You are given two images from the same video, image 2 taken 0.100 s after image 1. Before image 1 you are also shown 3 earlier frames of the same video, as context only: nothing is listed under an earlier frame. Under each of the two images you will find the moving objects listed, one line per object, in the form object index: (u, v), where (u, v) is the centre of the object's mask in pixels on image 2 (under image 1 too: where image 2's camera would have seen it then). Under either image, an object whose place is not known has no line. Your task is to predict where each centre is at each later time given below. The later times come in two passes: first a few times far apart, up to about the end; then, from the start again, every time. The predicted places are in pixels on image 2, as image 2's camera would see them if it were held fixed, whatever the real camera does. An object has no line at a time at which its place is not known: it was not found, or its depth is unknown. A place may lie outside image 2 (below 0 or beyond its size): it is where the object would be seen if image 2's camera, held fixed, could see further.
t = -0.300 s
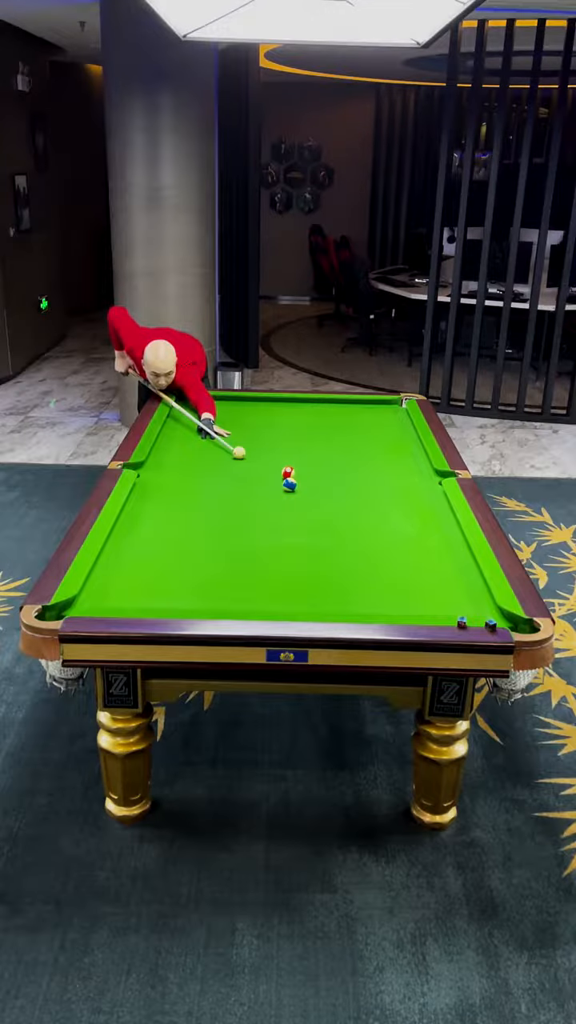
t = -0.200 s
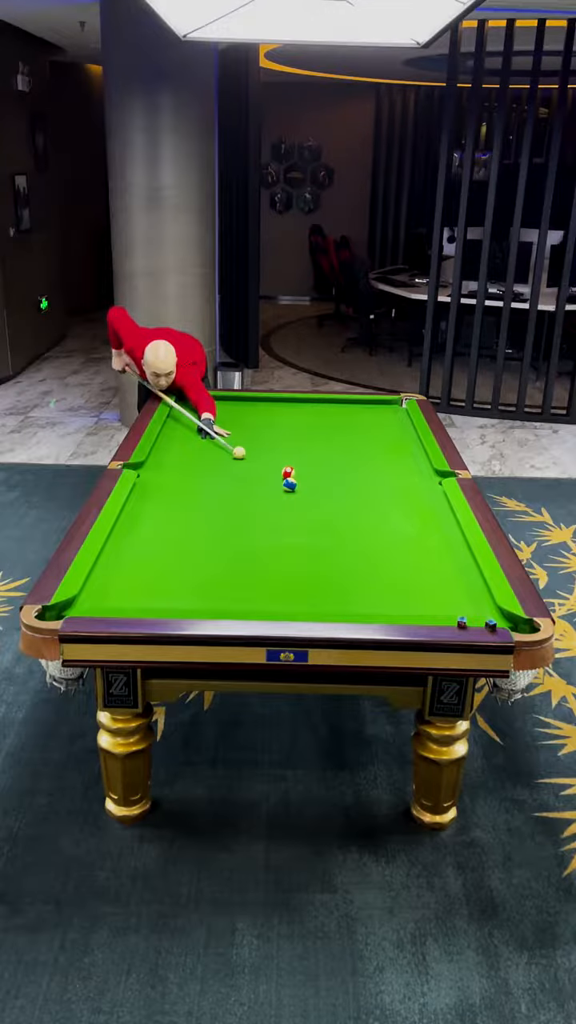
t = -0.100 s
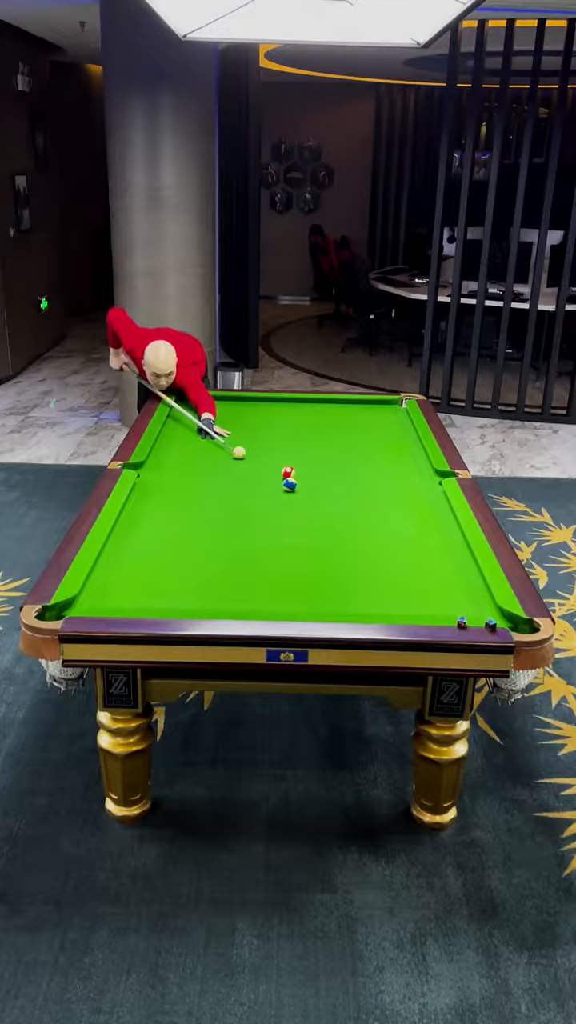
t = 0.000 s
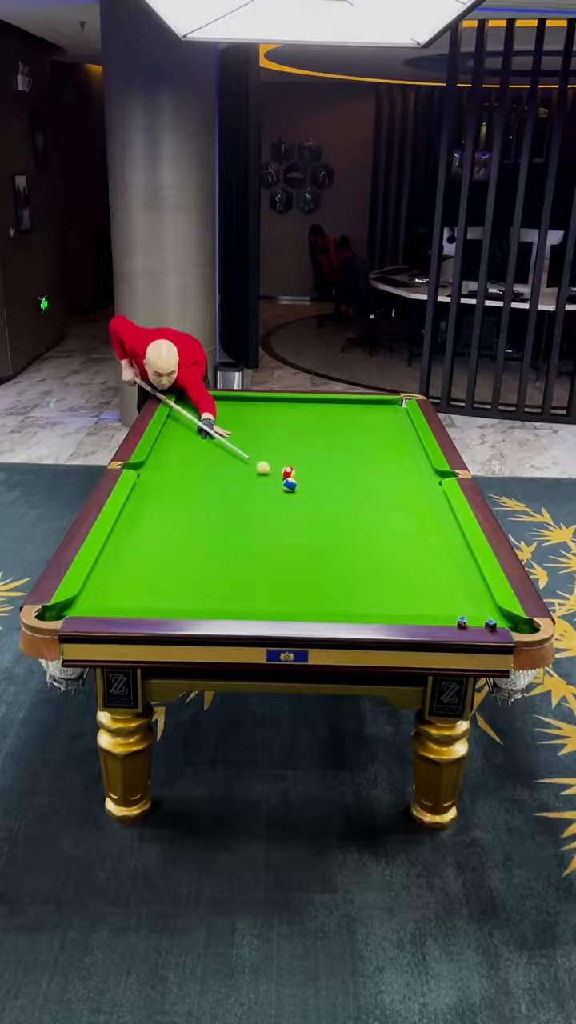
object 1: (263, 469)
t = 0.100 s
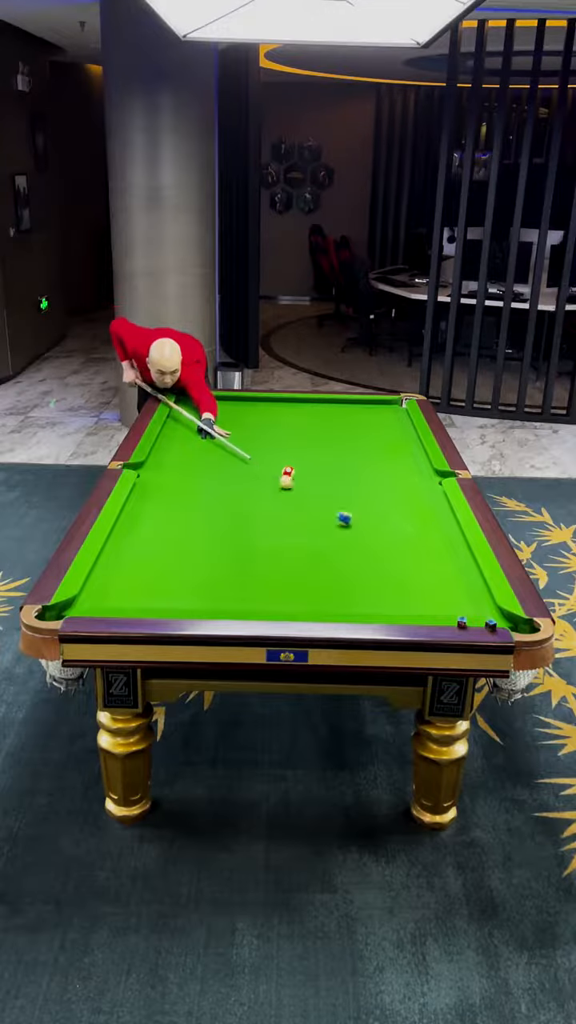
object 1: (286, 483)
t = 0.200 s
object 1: (291, 486)
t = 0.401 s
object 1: (300, 493)
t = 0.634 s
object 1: (309, 498)
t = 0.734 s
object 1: (312, 500)
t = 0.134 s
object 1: (286, 484)
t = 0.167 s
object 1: (289, 485)
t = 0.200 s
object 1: (291, 486)
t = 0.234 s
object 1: (292, 487)
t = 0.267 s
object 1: (294, 488)
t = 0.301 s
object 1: (295, 489)
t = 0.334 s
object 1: (297, 491)
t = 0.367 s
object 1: (299, 492)
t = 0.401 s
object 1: (300, 493)
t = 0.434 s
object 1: (302, 493)
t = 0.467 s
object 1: (303, 494)
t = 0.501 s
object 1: (304, 495)
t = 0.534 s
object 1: (306, 496)
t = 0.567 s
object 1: (307, 497)
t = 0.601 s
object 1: (308, 497)
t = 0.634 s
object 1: (309, 498)
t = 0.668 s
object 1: (311, 499)
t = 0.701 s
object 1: (312, 500)
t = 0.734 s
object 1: (312, 500)
